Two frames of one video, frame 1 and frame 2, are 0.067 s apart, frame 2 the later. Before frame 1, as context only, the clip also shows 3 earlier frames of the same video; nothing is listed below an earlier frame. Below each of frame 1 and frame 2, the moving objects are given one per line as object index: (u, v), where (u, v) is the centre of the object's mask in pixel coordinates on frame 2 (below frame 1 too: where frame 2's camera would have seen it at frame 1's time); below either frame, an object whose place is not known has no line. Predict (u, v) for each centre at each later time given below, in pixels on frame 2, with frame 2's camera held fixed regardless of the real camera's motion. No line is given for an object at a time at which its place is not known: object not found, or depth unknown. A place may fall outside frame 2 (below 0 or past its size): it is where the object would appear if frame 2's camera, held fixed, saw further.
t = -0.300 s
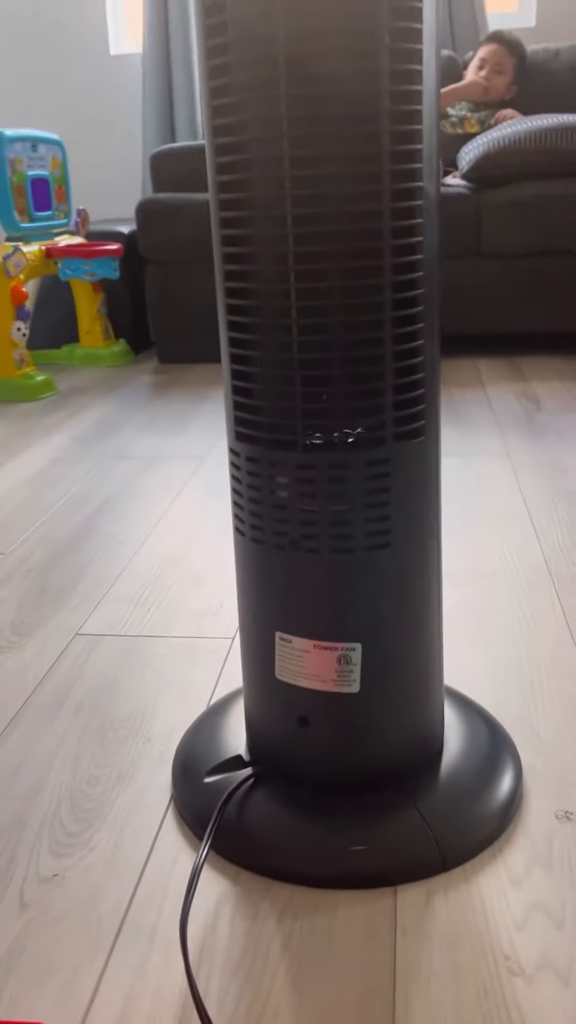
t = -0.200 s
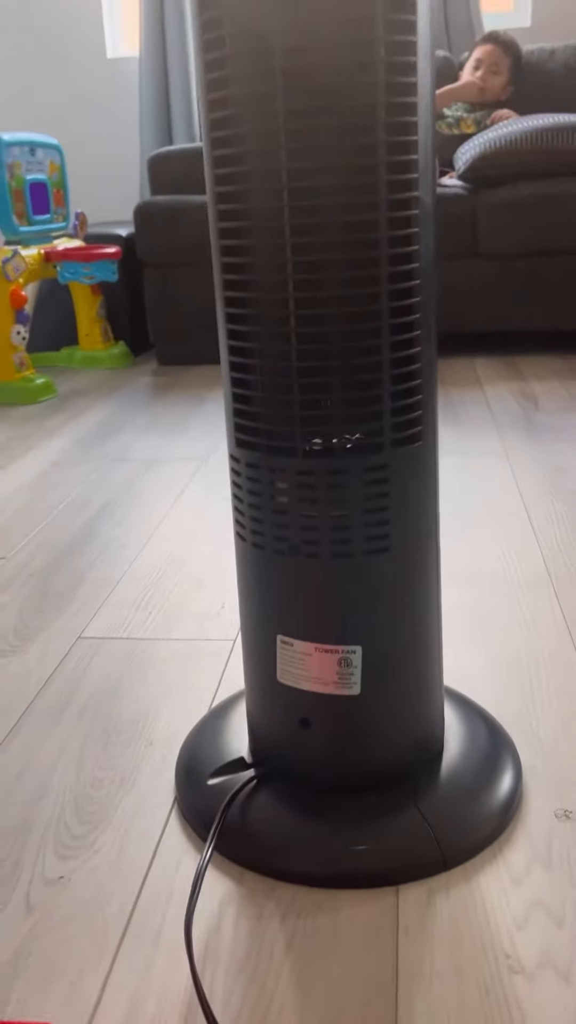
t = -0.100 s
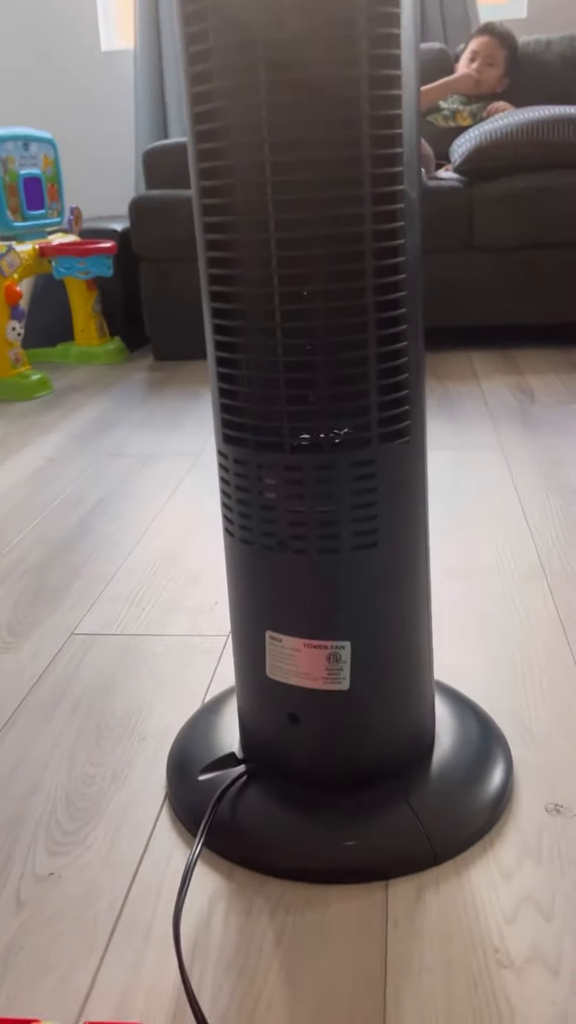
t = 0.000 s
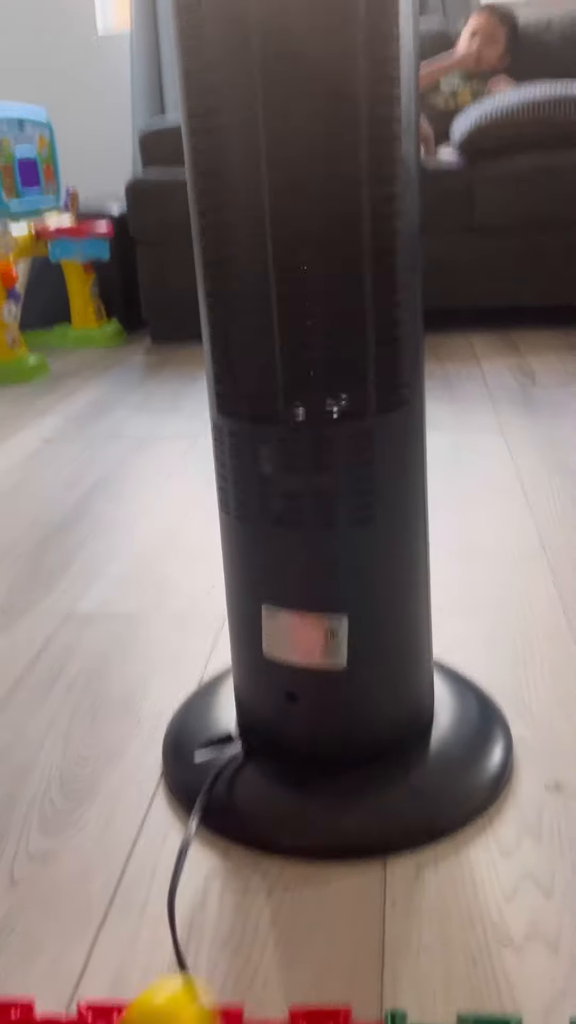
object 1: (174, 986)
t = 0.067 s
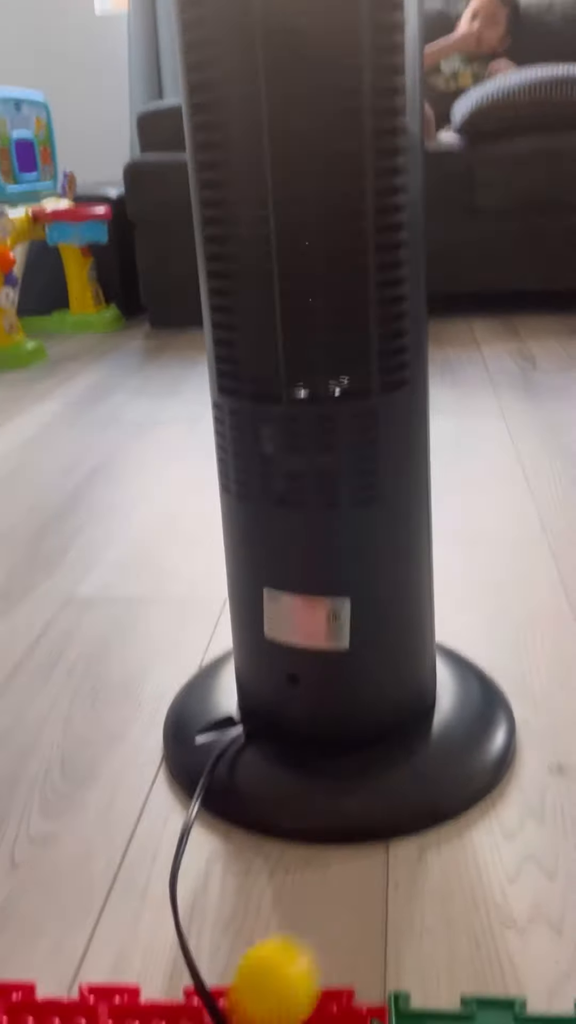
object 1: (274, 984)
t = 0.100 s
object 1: (317, 962)
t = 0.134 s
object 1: (354, 947)
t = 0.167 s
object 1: (392, 930)
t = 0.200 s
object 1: (427, 913)
